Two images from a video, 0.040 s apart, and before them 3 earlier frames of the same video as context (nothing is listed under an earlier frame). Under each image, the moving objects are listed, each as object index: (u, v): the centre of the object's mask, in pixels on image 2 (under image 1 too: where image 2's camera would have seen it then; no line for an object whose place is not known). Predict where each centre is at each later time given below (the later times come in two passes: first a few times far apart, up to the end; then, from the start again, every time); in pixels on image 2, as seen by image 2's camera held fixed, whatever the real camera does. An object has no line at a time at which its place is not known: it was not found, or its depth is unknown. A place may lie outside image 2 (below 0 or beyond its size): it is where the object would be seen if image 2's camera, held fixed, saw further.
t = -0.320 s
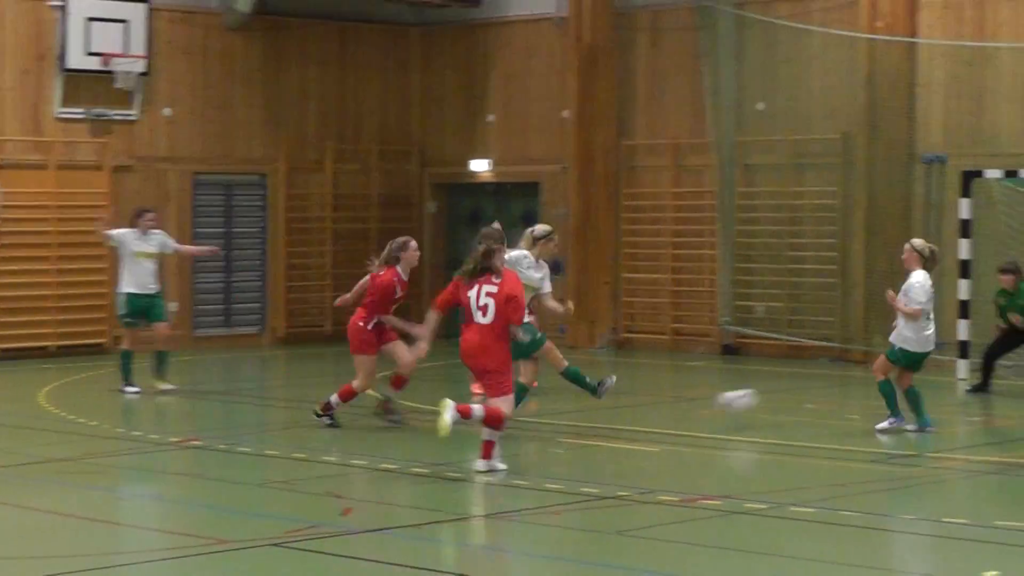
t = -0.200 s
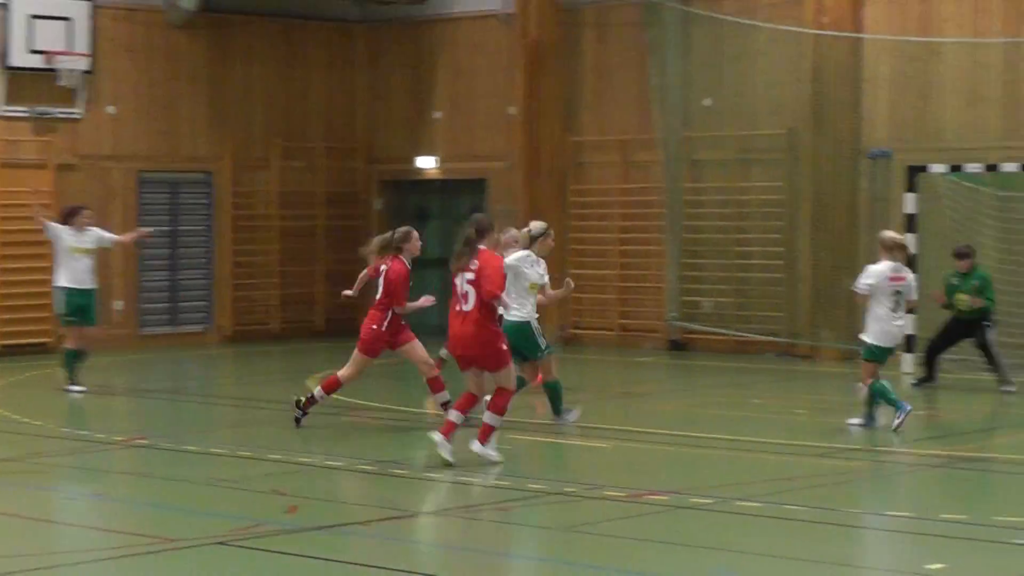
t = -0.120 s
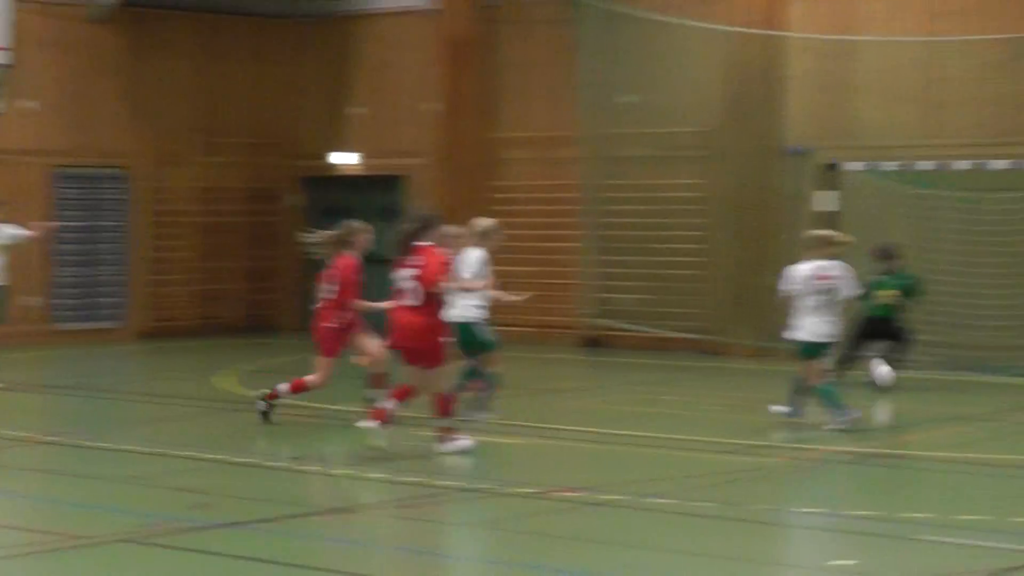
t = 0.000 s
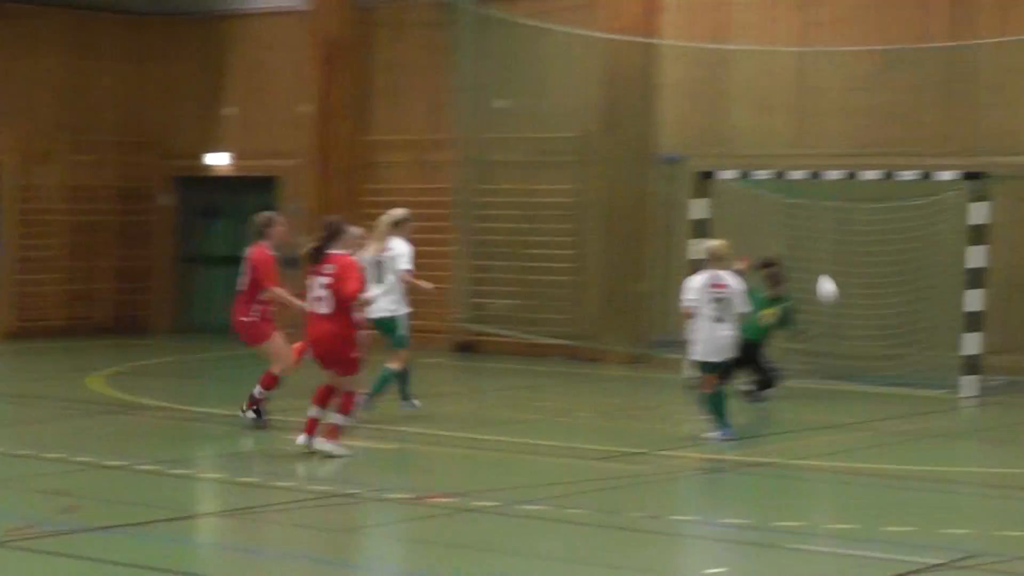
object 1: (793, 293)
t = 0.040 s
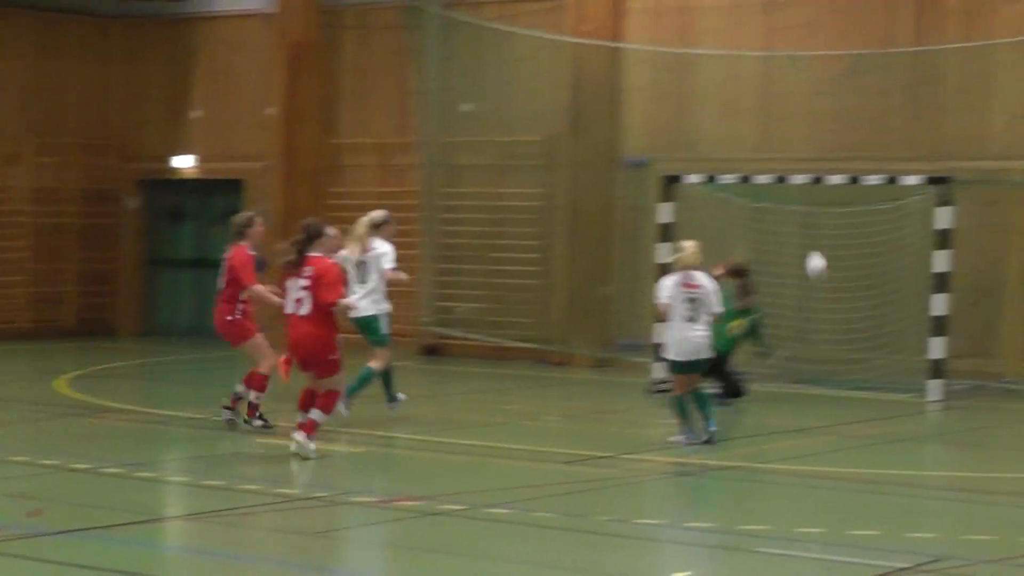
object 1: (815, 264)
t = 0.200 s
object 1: (920, 165)
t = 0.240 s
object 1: (947, 142)
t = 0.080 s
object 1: (841, 238)
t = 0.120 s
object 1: (867, 212)
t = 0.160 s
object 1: (891, 187)
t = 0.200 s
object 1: (920, 165)
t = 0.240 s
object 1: (947, 142)
